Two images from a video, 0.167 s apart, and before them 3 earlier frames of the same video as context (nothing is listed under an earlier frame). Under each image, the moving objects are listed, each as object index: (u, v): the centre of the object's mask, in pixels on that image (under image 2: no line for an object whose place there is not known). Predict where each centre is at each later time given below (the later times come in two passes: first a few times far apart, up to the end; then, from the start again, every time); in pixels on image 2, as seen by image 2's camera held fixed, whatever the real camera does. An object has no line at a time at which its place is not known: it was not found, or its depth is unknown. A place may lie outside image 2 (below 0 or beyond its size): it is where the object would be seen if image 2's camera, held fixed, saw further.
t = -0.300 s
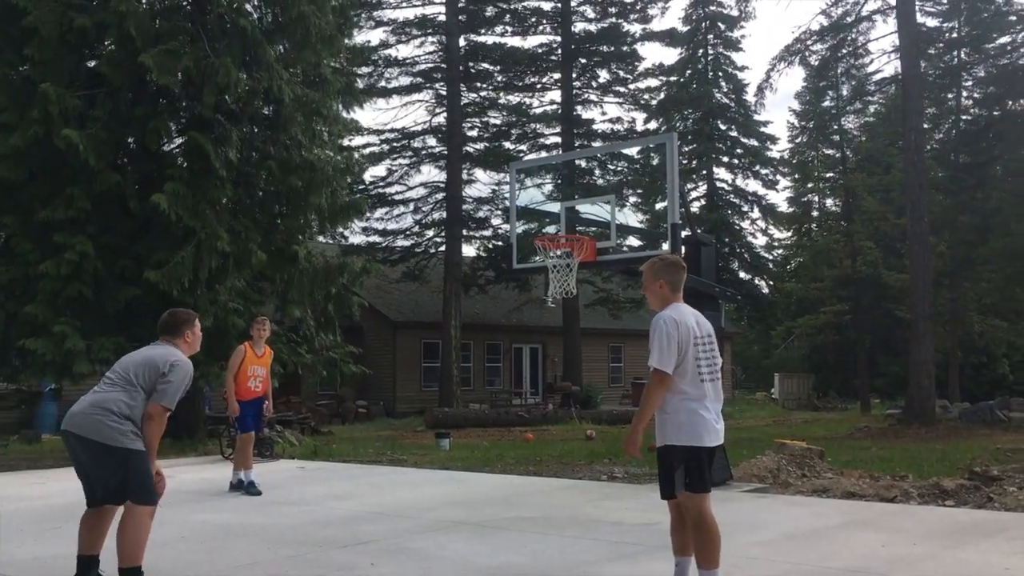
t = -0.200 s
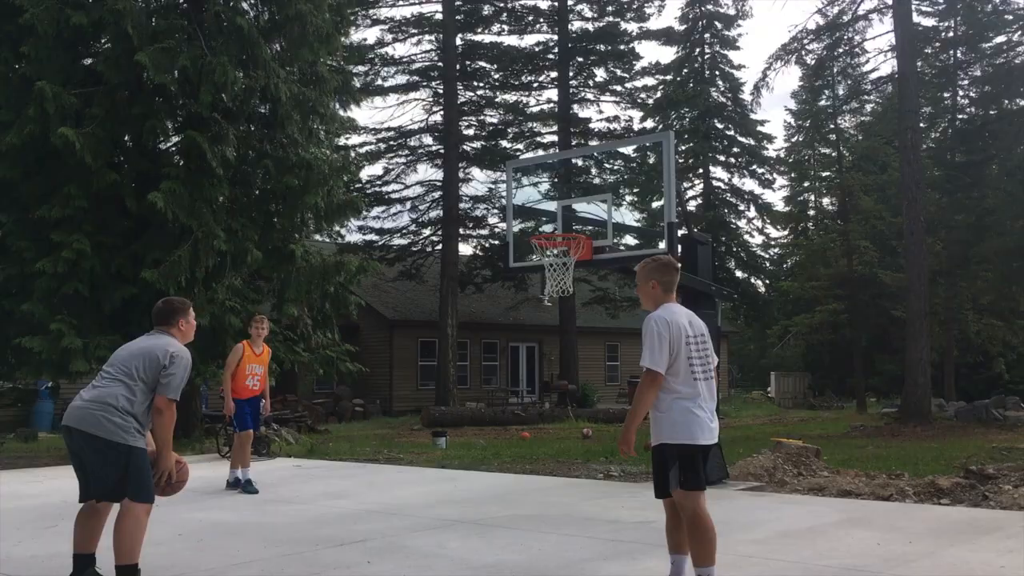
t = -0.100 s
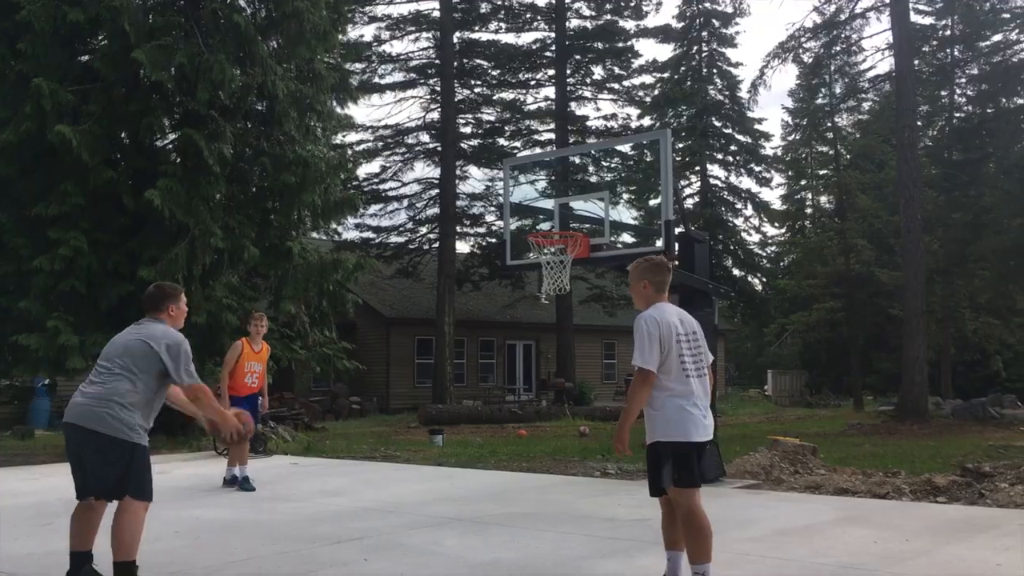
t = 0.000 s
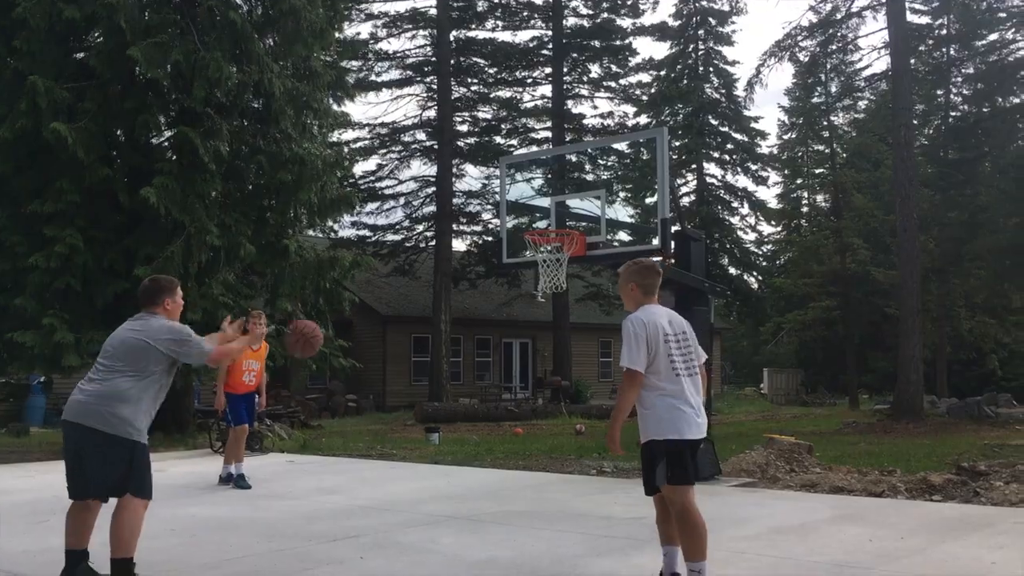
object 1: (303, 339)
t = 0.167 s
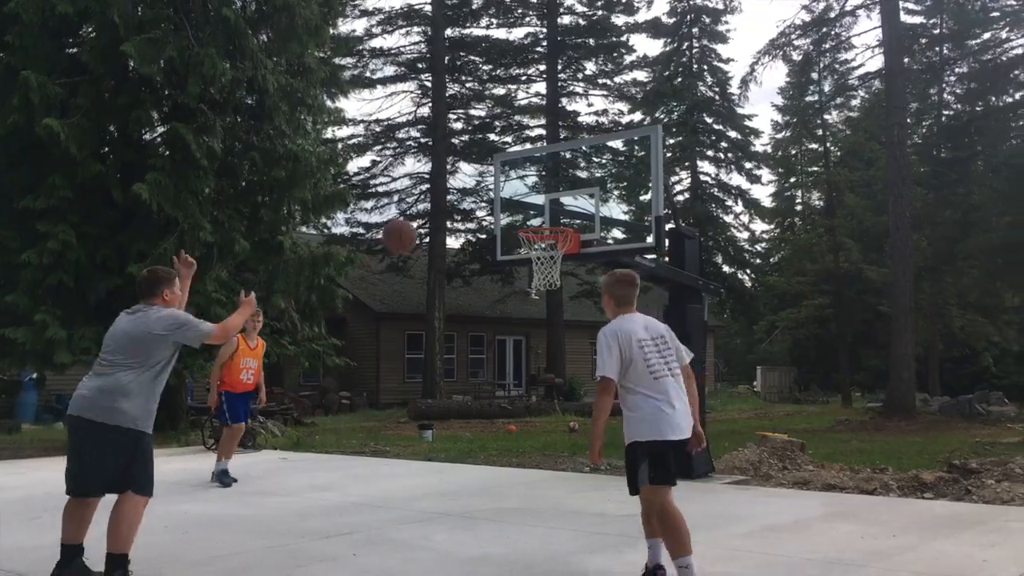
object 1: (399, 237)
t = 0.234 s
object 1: (436, 212)
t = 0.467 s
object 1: (541, 183)
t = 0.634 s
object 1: (603, 205)
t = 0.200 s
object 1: (417, 223)
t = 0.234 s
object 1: (436, 212)
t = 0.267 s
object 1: (453, 203)
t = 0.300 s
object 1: (467, 196)
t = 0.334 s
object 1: (483, 190)
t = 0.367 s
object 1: (498, 187)
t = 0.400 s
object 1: (513, 184)
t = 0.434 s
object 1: (528, 183)
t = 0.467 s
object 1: (541, 183)
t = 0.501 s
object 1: (554, 185)
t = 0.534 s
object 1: (566, 189)
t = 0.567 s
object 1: (579, 192)
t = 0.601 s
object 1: (592, 198)
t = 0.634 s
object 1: (603, 205)
